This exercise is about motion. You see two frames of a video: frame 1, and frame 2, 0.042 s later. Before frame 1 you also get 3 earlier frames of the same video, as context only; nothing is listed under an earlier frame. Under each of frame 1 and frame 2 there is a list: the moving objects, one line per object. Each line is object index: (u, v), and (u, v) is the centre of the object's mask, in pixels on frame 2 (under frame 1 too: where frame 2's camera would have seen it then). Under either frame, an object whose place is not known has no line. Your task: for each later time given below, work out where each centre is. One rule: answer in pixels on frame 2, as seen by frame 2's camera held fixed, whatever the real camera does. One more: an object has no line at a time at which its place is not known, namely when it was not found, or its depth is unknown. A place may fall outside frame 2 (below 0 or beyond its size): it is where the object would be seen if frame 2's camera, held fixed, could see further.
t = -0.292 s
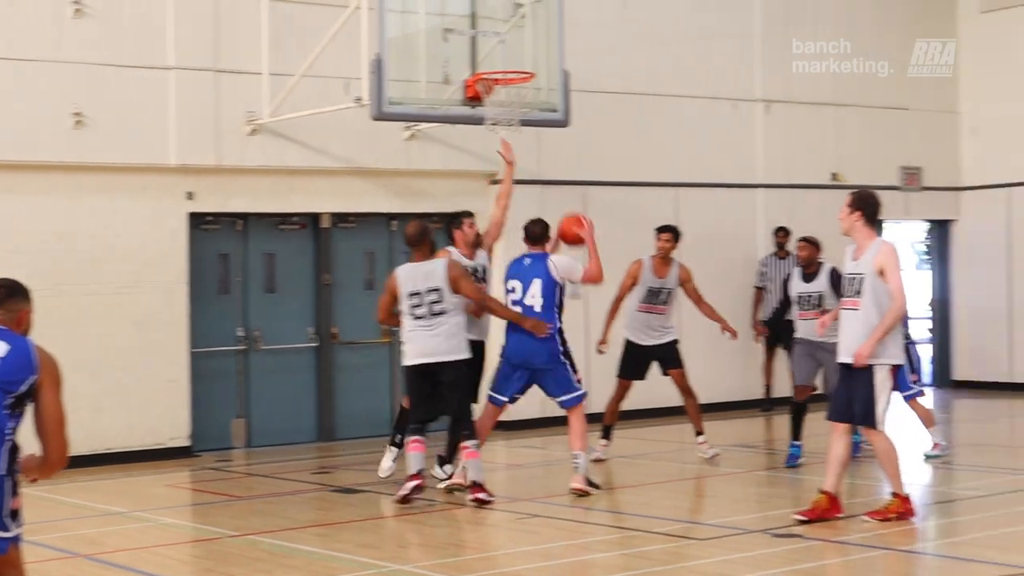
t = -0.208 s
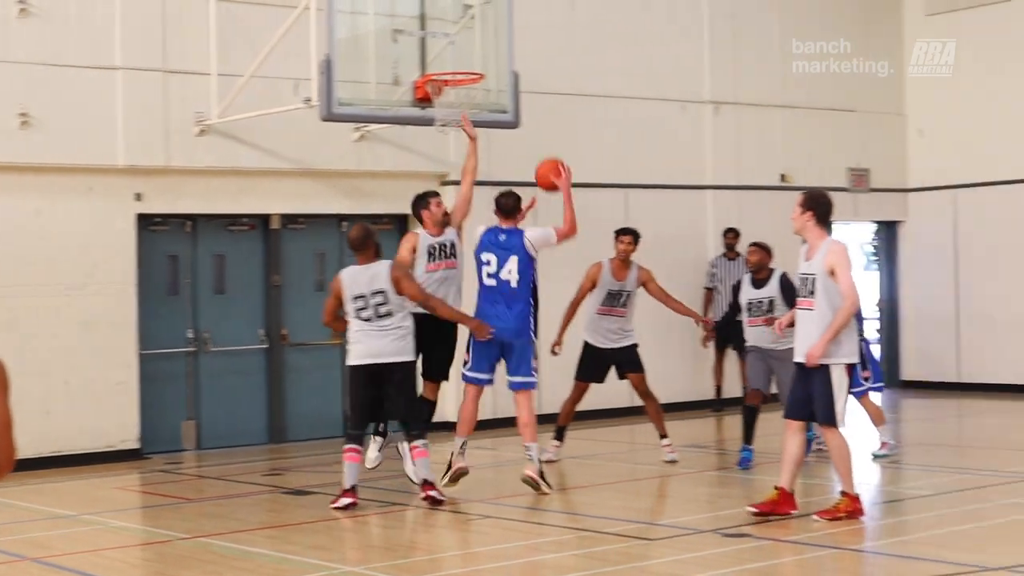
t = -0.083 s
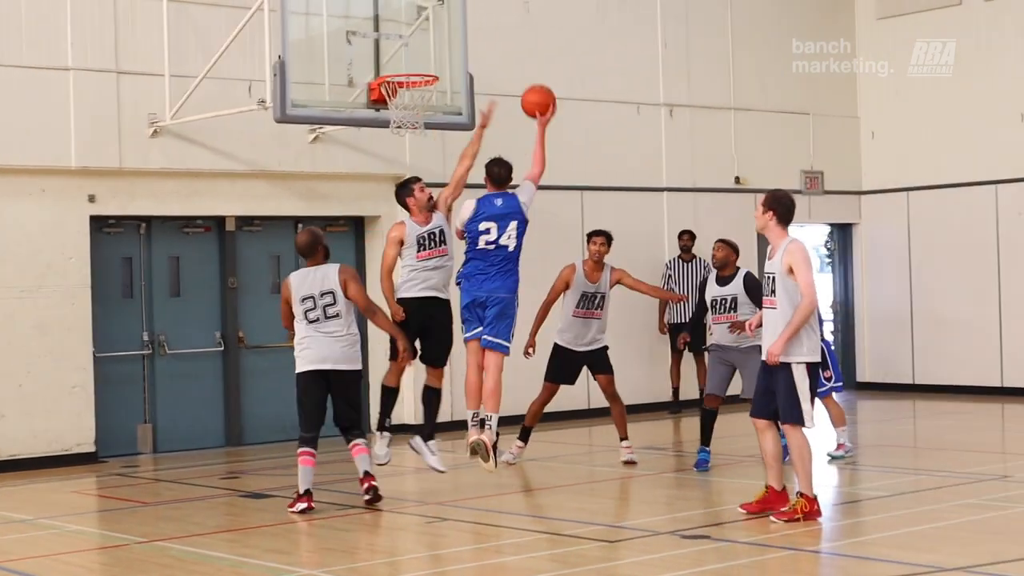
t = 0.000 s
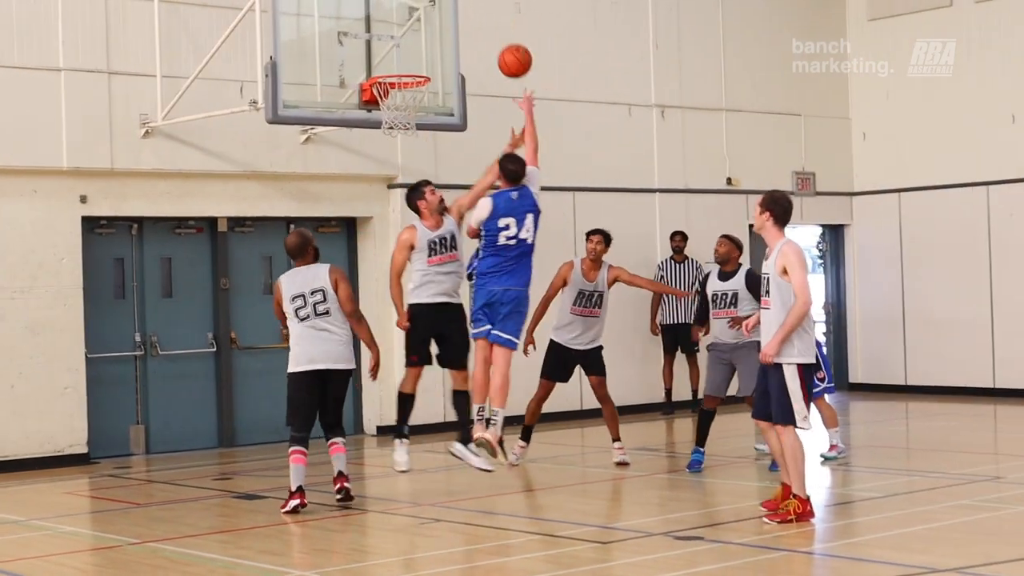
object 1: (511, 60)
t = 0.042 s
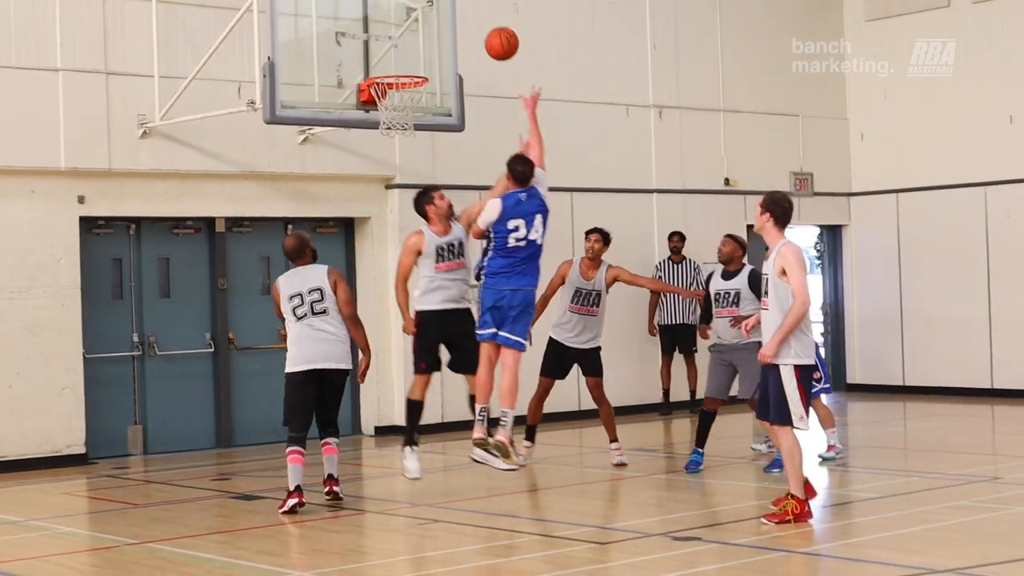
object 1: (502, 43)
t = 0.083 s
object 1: (491, 28)
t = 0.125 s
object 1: (481, 16)
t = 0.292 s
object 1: (441, -3)
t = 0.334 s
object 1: (427, -6)
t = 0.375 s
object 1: (418, -7)
